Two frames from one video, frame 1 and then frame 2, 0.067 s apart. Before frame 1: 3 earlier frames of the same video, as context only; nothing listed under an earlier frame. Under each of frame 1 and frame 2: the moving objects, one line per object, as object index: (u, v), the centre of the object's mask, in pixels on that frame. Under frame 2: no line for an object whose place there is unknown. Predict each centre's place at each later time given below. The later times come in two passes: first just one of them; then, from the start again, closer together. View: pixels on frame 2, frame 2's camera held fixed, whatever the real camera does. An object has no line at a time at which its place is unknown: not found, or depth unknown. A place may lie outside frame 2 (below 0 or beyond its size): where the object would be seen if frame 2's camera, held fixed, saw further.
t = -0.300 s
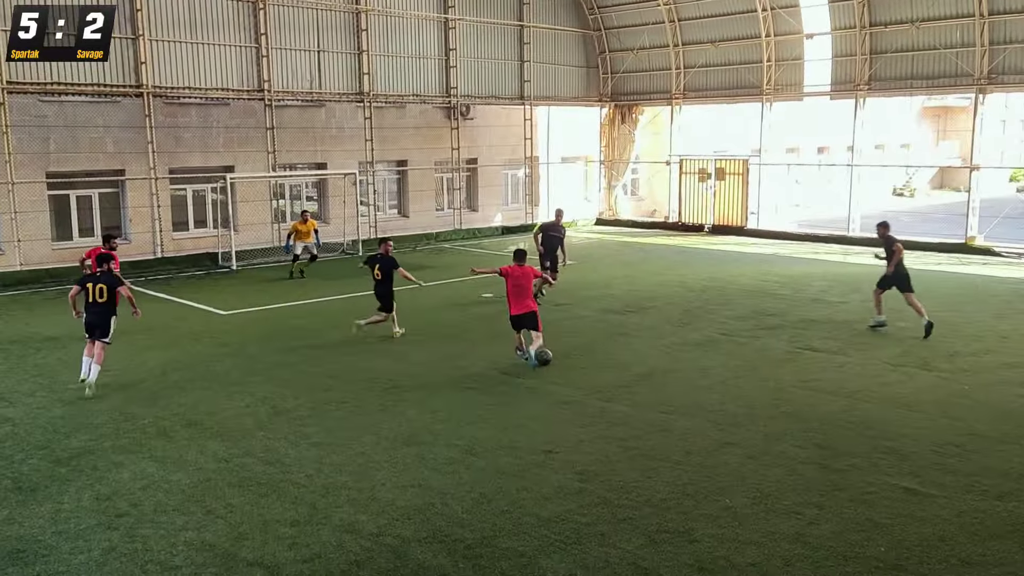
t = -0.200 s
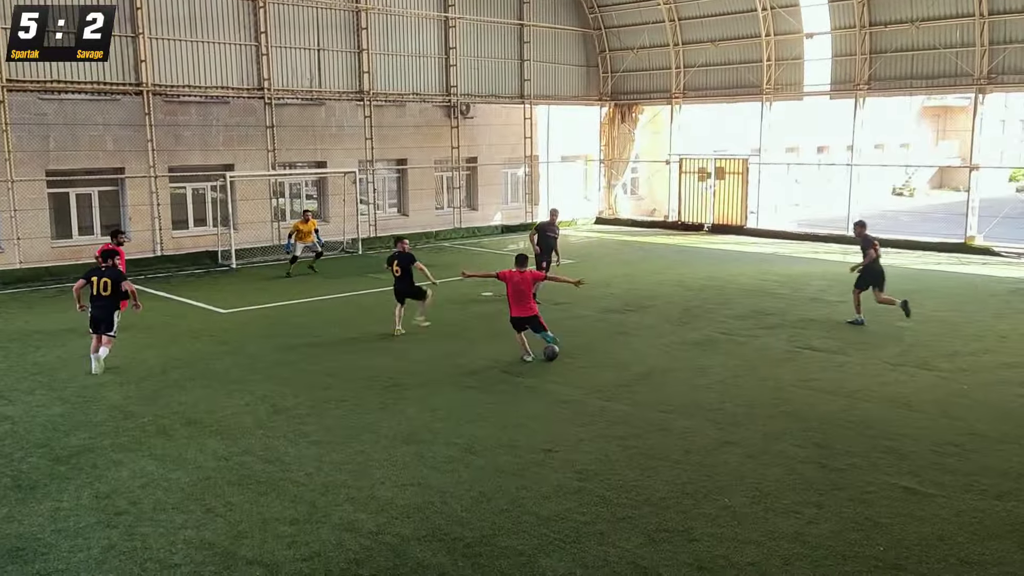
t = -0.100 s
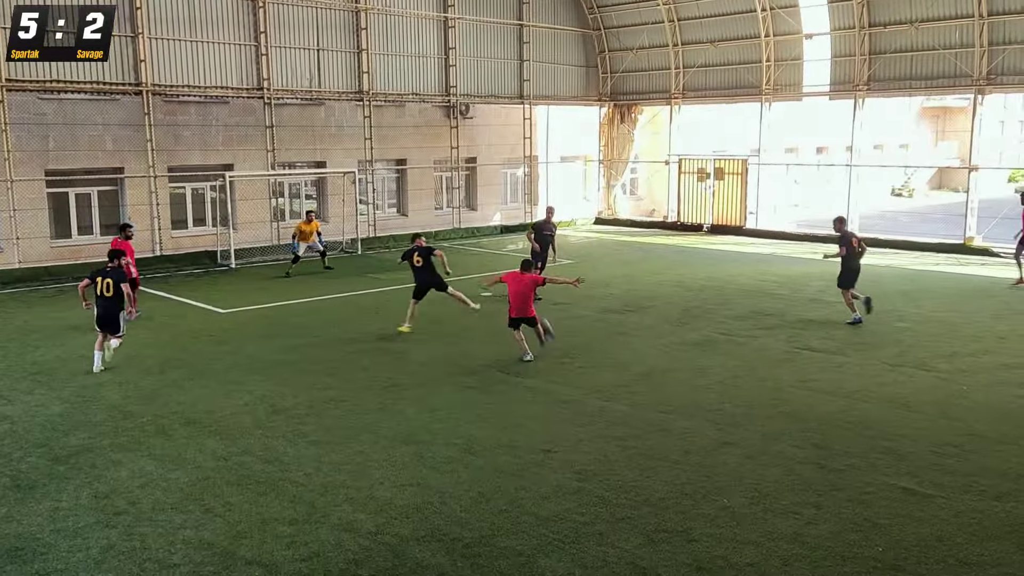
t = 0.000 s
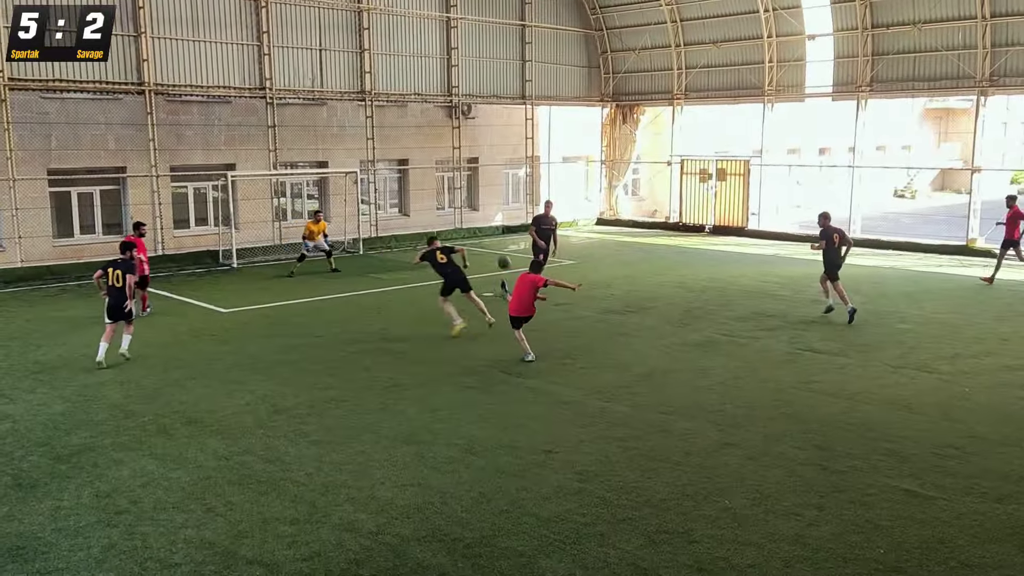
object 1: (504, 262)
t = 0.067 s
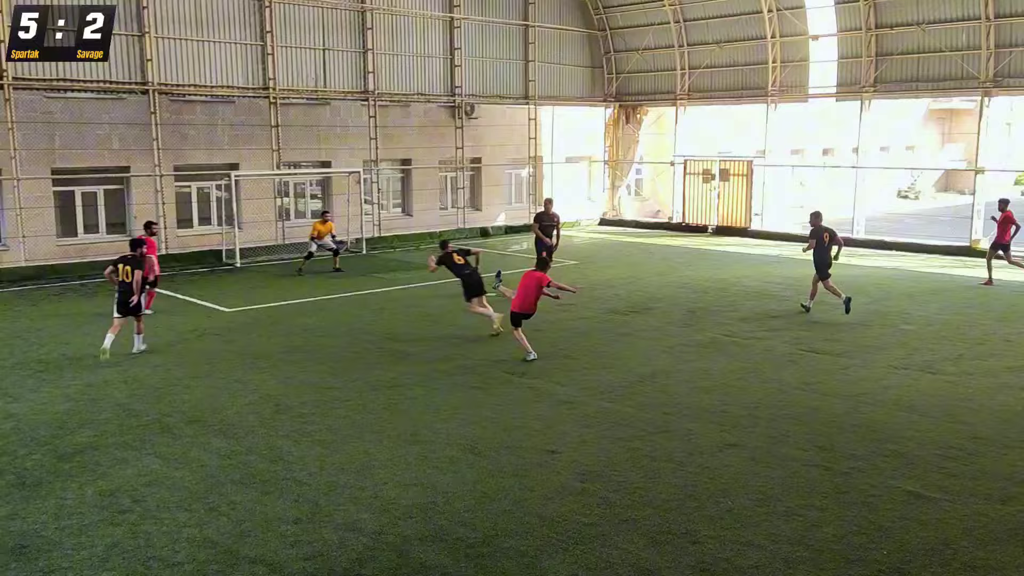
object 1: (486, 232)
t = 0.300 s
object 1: (426, 169)
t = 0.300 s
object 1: (426, 169)
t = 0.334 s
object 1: (420, 164)
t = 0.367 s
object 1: (413, 159)
